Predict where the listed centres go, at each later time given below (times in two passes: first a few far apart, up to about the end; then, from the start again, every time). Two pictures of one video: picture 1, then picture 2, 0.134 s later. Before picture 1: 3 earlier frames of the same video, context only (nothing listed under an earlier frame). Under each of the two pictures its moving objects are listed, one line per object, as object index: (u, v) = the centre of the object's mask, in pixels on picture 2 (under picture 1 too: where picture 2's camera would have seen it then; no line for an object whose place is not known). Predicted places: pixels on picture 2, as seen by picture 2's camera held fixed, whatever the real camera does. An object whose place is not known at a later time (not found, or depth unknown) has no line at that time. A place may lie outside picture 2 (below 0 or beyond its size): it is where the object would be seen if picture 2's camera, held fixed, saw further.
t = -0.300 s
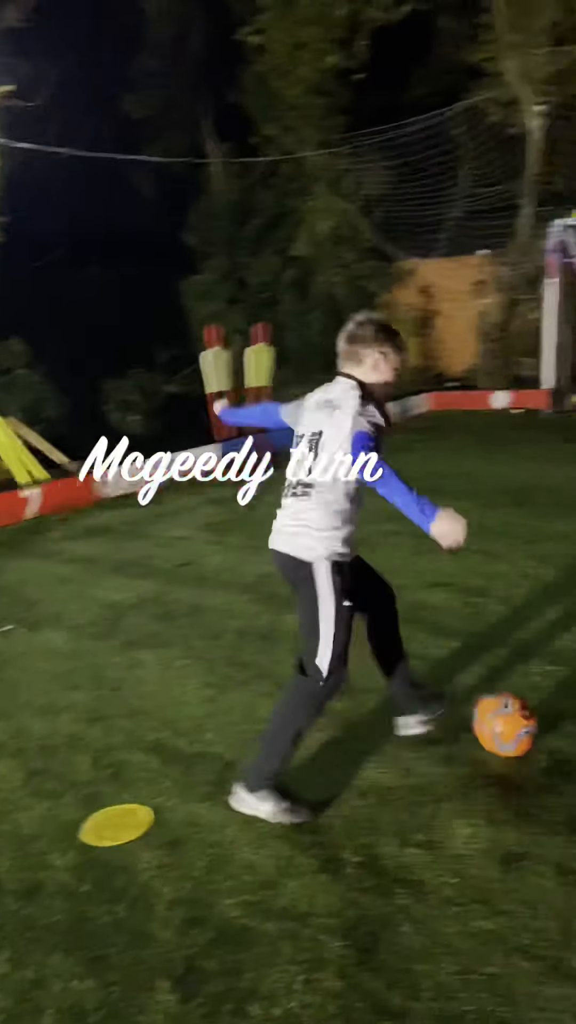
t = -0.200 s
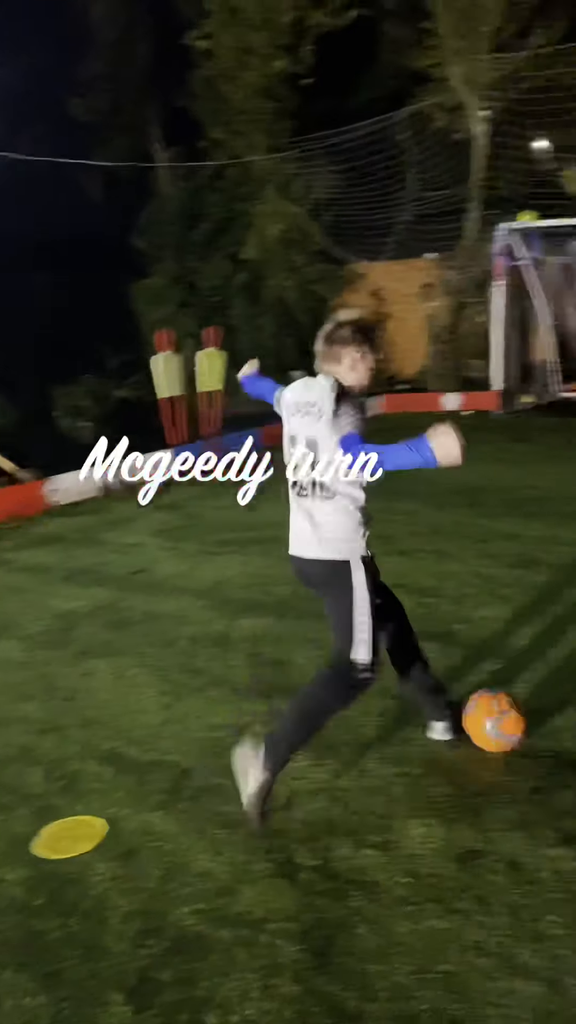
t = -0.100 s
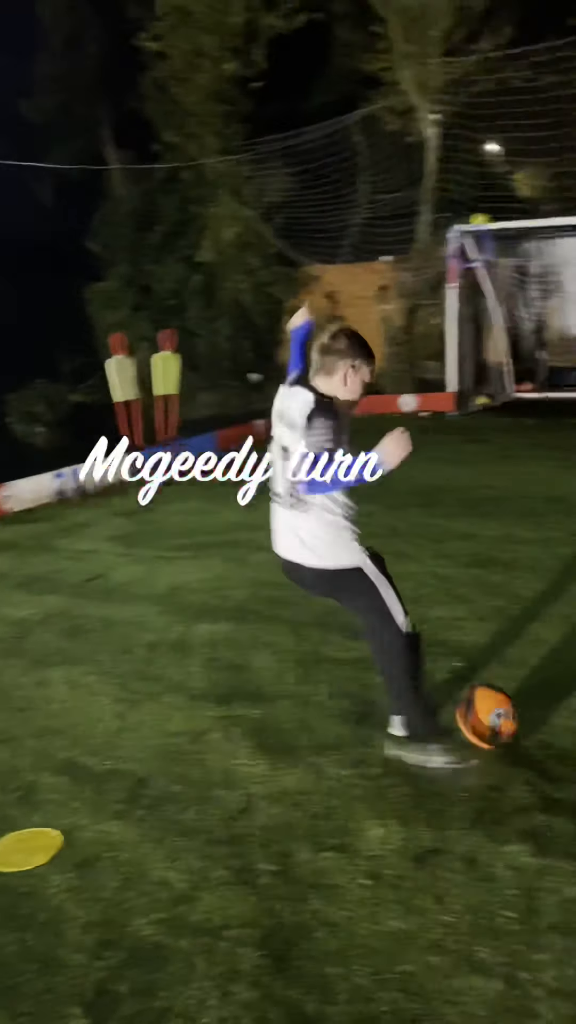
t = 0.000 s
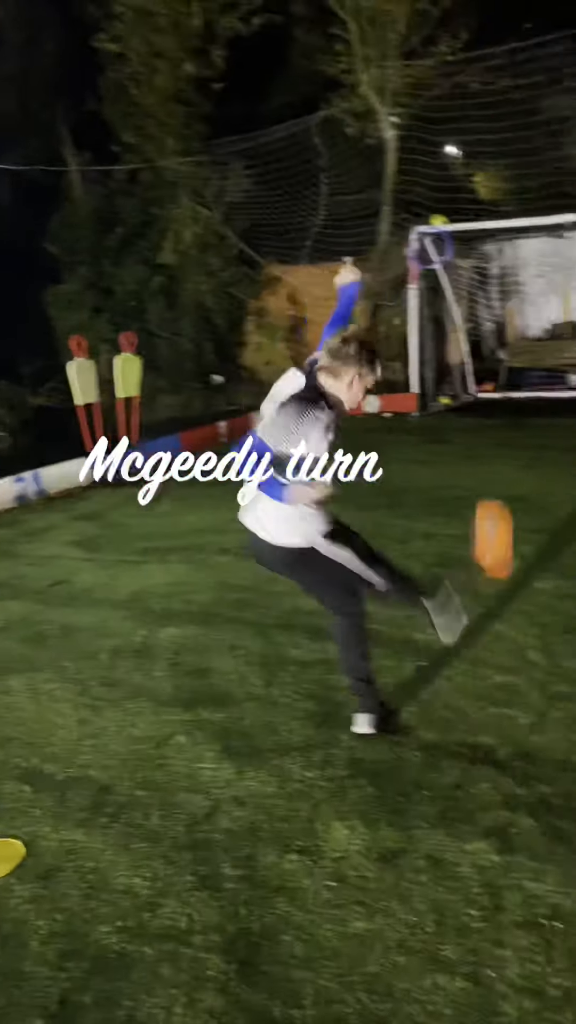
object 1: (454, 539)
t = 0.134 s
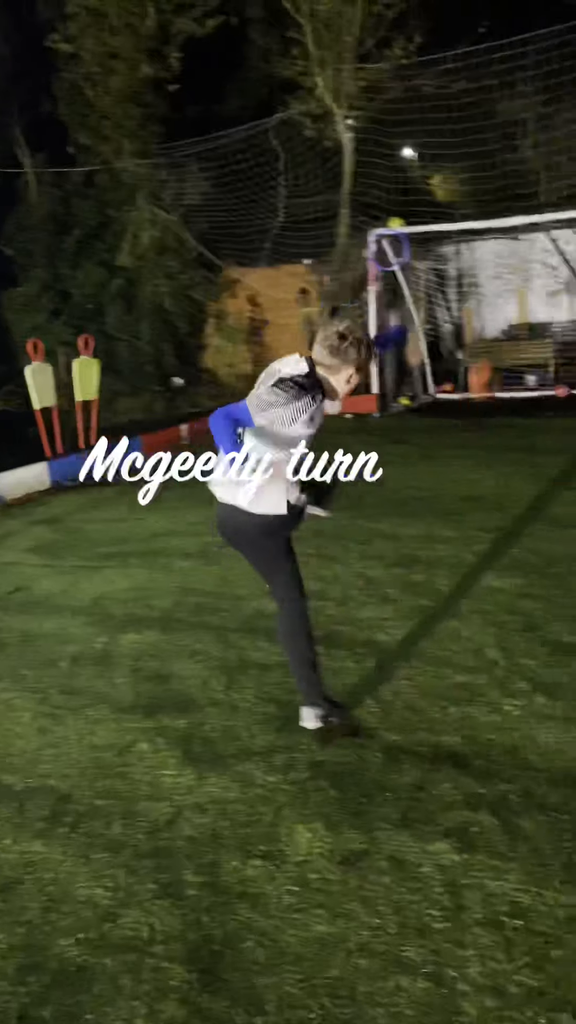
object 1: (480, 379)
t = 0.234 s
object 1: (499, 325)
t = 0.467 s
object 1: (518, 280)
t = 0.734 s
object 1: (526, 302)
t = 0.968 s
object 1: (508, 383)
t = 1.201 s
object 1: (502, 351)
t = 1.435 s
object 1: (499, 367)
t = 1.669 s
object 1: (494, 398)
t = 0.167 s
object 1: (488, 358)
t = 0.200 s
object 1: (493, 339)
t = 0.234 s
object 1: (499, 325)
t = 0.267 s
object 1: (503, 312)
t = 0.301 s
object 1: (508, 301)
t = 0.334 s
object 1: (509, 293)
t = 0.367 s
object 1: (512, 288)
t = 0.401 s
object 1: (513, 285)
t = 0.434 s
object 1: (515, 281)
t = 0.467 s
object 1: (518, 280)
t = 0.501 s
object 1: (520, 279)
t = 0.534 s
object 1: (520, 279)
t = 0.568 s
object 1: (522, 279)
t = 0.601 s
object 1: (524, 282)
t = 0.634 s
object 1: (525, 285)
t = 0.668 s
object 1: (526, 288)
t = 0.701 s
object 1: (527, 294)
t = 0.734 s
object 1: (526, 302)
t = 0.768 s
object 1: (525, 315)
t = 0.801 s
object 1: (522, 329)
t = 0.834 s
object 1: (519, 343)
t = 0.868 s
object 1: (514, 363)
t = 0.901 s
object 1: (512, 380)
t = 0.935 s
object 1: (510, 391)
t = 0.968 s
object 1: (508, 383)
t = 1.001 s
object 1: (507, 376)
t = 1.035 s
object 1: (506, 369)
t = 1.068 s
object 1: (507, 362)
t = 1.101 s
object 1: (505, 360)
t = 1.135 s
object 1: (504, 356)
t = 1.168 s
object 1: (503, 354)
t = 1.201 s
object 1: (502, 351)
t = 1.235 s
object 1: (501, 351)
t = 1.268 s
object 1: (501, 351)
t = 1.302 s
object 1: (500, 351)
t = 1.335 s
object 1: (500, 354)
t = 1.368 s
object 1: (499, 356)
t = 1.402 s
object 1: (498, 361)
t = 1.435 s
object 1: (499, 367)
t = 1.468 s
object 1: (498, 373)
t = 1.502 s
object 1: (497, 378)
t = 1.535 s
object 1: (497, 385)
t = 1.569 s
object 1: (497, 395)
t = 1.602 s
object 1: (496, 403)
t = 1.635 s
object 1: (495, 402)
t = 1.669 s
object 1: (494, 398)
